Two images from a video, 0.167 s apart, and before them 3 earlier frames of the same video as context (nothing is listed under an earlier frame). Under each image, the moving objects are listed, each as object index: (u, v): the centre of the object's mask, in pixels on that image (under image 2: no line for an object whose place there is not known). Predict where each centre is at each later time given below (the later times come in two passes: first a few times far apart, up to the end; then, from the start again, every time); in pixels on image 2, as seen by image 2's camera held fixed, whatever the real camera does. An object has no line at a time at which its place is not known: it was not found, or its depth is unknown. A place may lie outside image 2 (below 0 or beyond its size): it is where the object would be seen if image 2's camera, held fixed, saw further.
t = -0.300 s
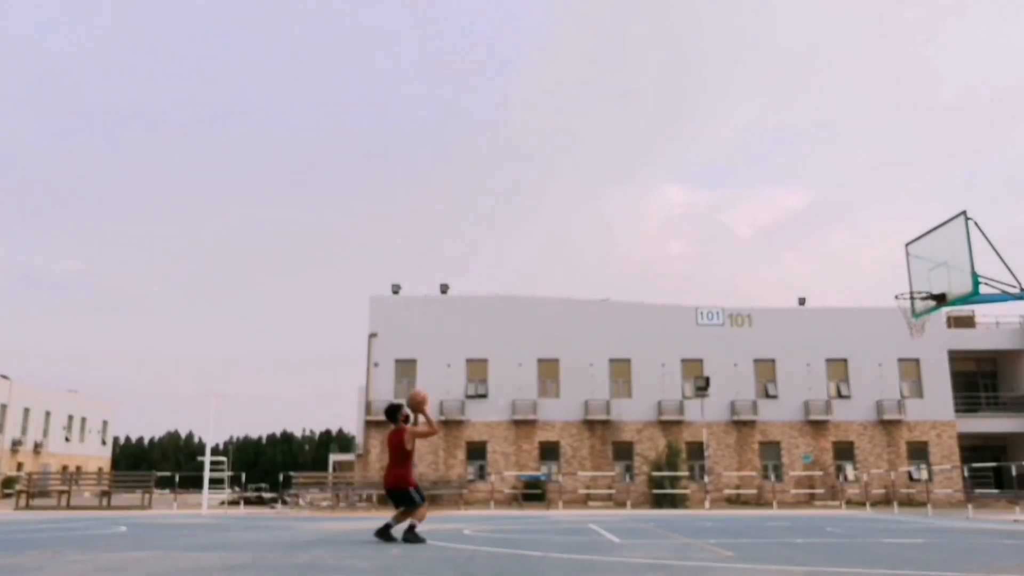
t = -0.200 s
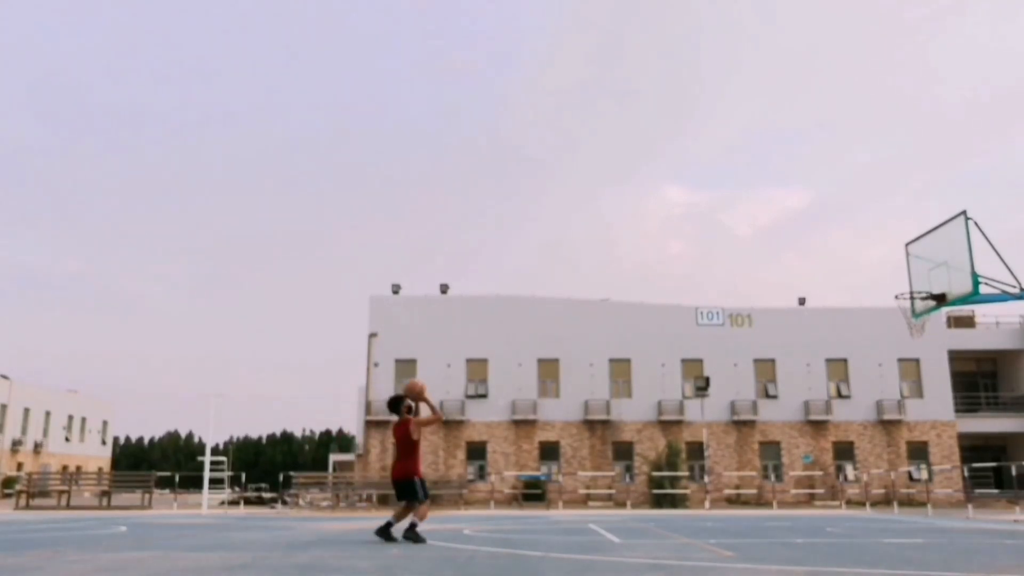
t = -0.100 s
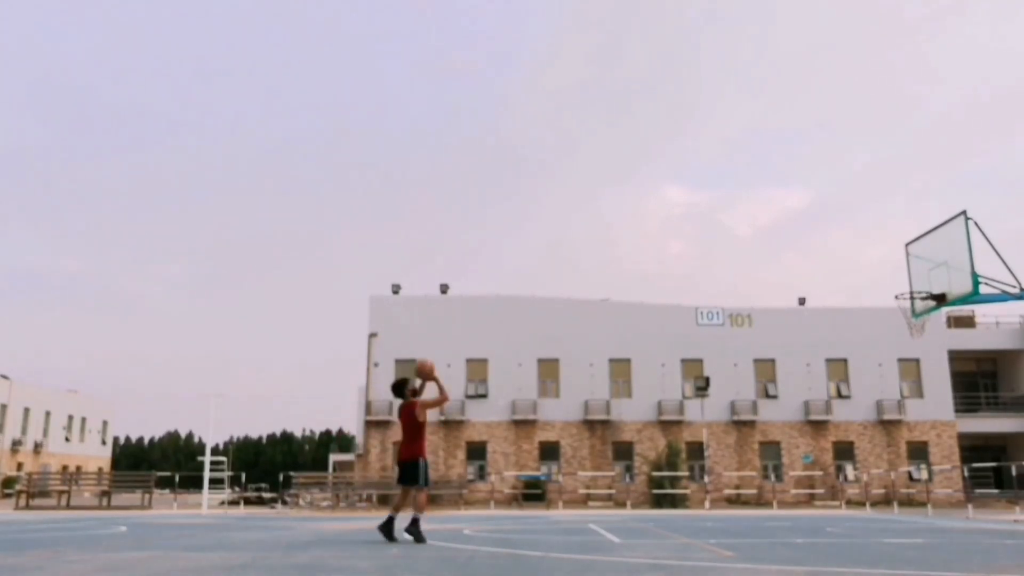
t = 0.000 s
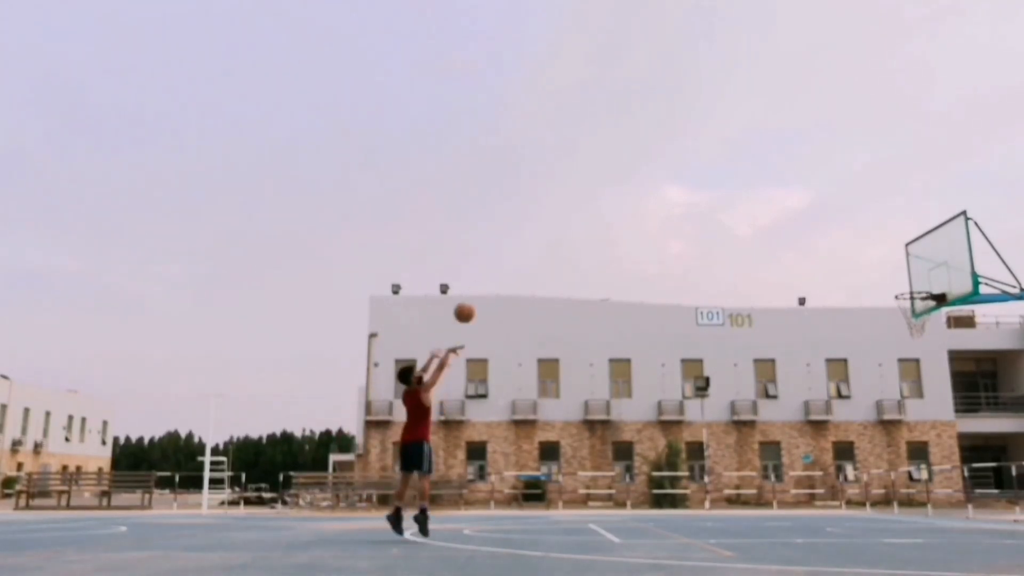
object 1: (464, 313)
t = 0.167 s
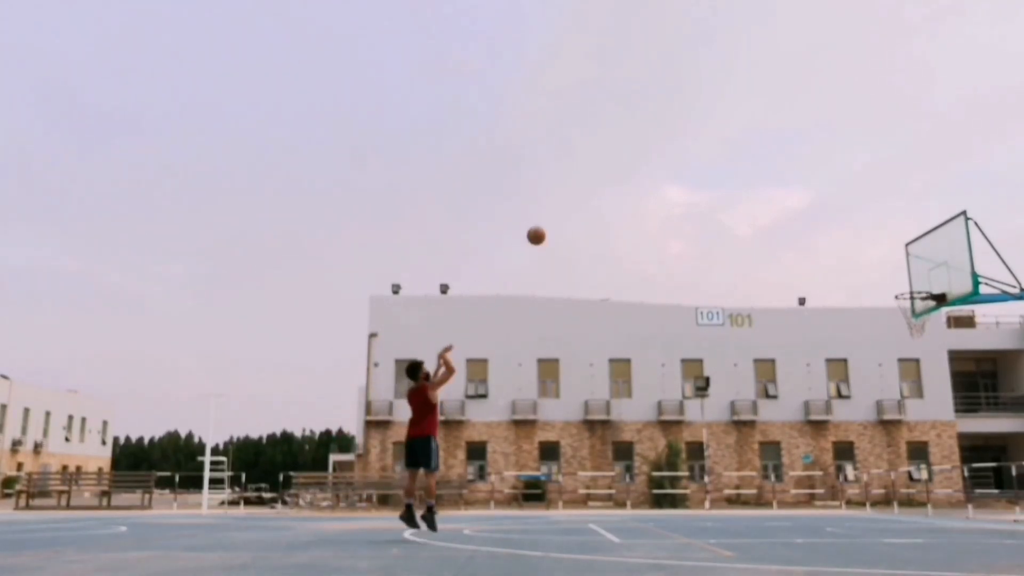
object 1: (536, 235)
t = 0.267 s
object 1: (576, 203)
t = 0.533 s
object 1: (677, 161)
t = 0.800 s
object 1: (771, 174)
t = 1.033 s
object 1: (851, 226)
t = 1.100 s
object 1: (874, 247)
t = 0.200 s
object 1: (550, 223)
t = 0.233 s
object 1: (563, 213)
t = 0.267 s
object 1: (576, 203)
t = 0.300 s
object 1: (589, 195)
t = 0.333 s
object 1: (602, 187)
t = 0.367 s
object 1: (615, 180)
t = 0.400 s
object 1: (628, 175)
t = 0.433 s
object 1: (640, 170)
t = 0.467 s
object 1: (652, 166)
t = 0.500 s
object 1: (665, 163)
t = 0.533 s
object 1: (677, 161)
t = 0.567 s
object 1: (689, 159)
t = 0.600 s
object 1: (701, 159)
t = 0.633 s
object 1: (713, 159)
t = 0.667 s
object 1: (725, 161)
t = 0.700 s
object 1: (737, 163)
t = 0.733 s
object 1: (749, 166)
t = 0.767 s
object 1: (760, 169)
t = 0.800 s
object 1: (771, 174)
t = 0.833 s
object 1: (783, 179)
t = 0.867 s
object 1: (794, 184)
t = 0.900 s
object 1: (806, 191)
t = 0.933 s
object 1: (817, 199)
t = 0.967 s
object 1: (828, 207)
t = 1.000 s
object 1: (840, 216)
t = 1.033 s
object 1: (851, 226)
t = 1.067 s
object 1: (862, 236)
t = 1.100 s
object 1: (874, 247)
